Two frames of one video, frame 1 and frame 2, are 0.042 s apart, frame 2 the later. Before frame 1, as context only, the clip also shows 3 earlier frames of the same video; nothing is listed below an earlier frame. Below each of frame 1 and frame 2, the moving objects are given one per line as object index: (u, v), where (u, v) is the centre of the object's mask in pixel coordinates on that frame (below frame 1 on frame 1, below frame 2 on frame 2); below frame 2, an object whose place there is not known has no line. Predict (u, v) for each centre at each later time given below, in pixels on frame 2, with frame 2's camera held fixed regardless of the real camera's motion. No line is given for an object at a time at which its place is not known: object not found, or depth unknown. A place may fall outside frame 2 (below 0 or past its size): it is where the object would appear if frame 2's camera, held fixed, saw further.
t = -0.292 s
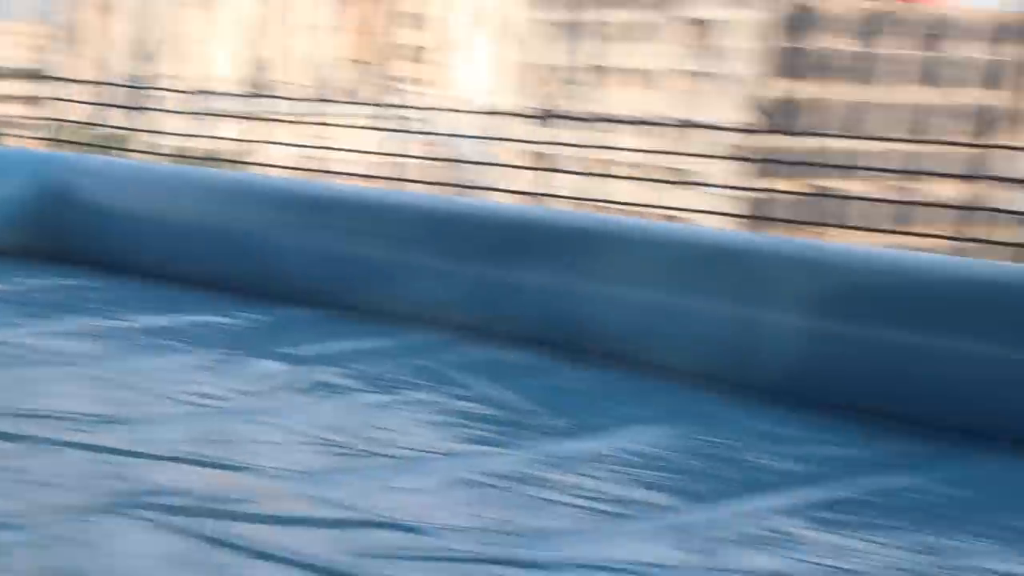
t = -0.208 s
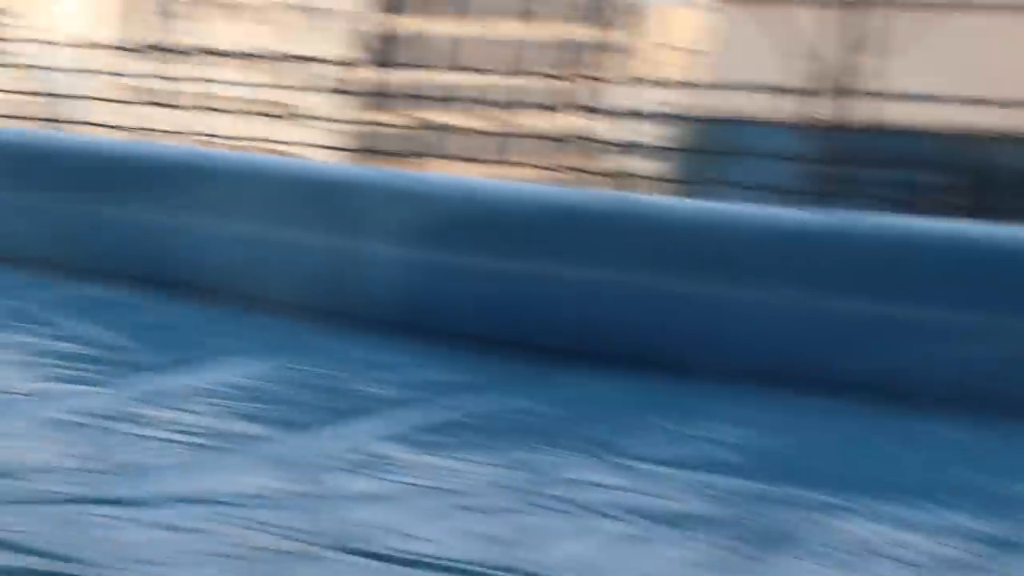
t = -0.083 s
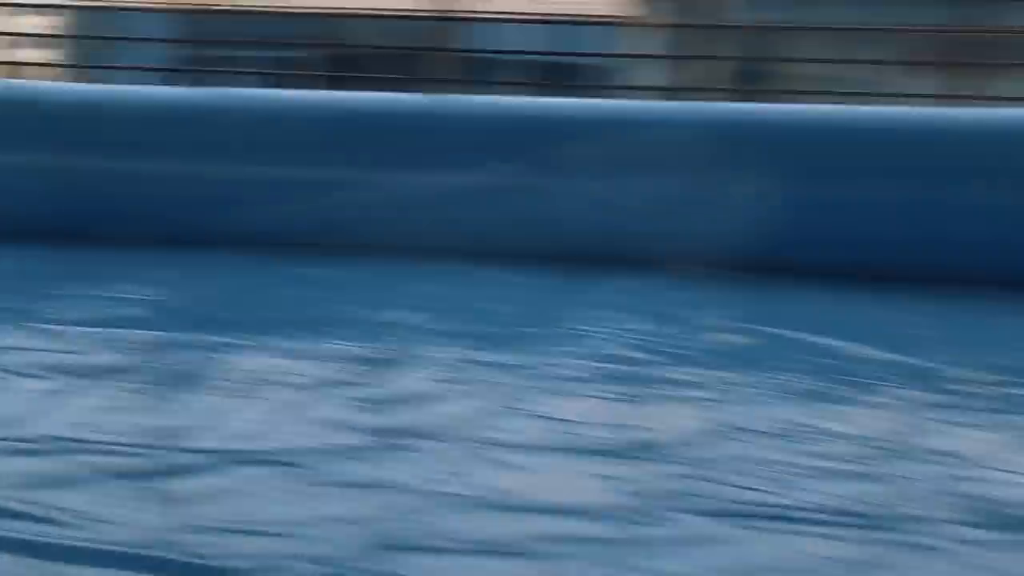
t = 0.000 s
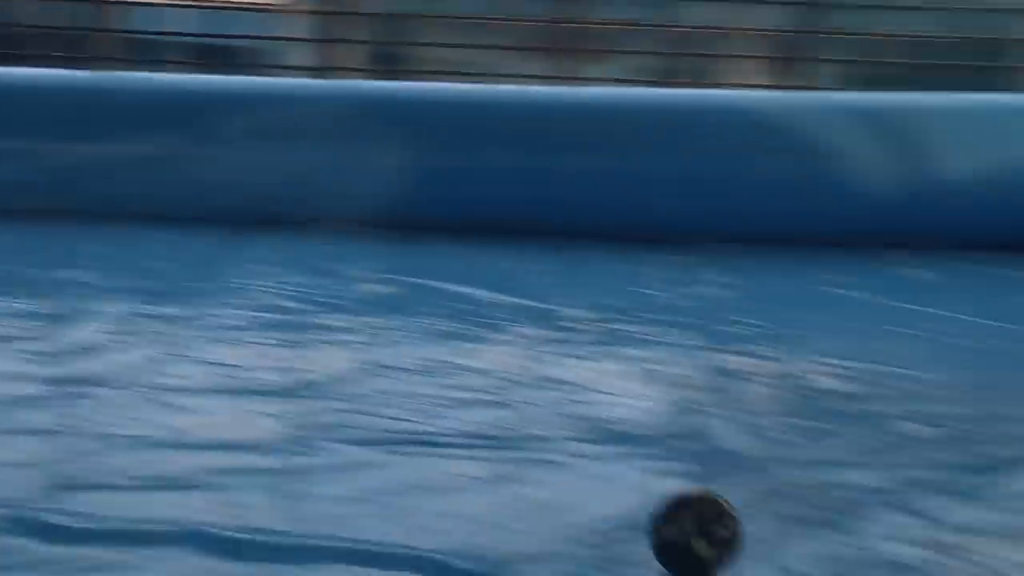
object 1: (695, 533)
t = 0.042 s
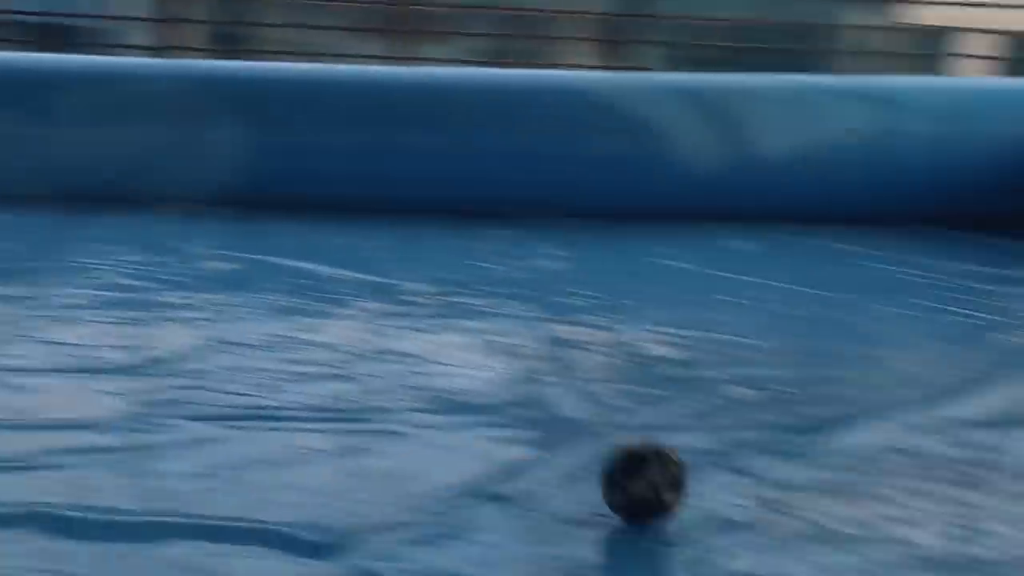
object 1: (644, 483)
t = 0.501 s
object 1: (1437, 386)
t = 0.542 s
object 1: (1490, 379)
